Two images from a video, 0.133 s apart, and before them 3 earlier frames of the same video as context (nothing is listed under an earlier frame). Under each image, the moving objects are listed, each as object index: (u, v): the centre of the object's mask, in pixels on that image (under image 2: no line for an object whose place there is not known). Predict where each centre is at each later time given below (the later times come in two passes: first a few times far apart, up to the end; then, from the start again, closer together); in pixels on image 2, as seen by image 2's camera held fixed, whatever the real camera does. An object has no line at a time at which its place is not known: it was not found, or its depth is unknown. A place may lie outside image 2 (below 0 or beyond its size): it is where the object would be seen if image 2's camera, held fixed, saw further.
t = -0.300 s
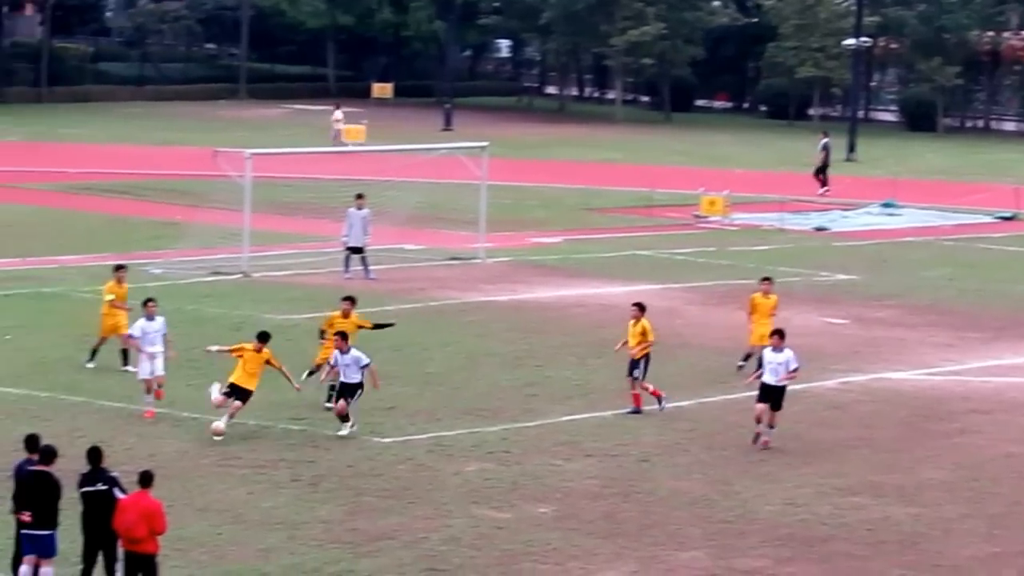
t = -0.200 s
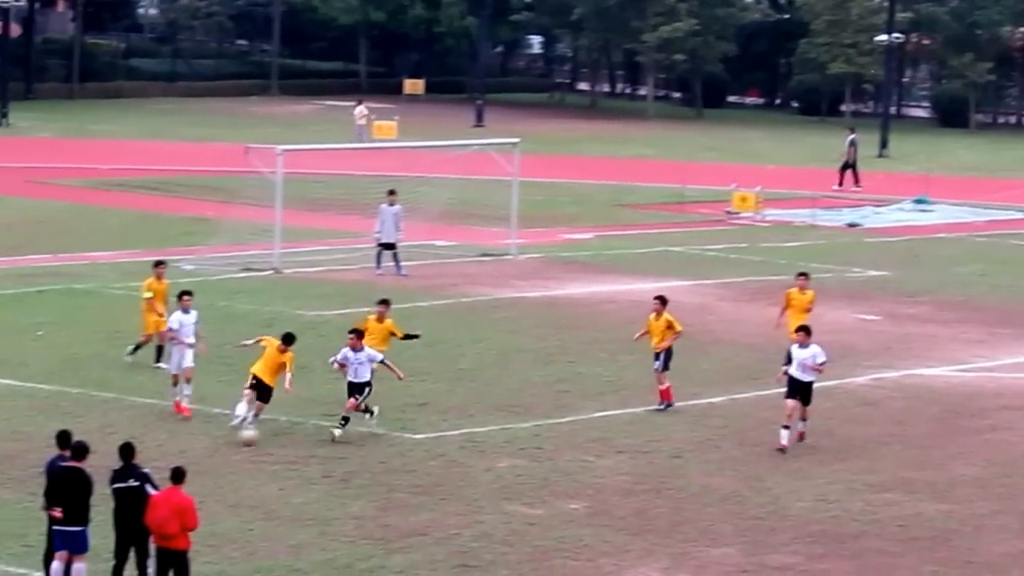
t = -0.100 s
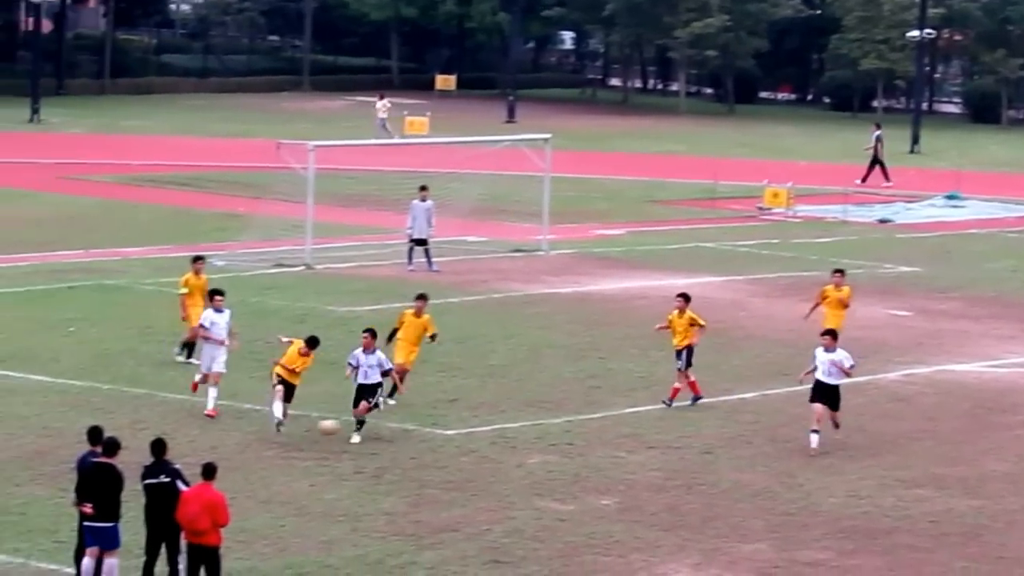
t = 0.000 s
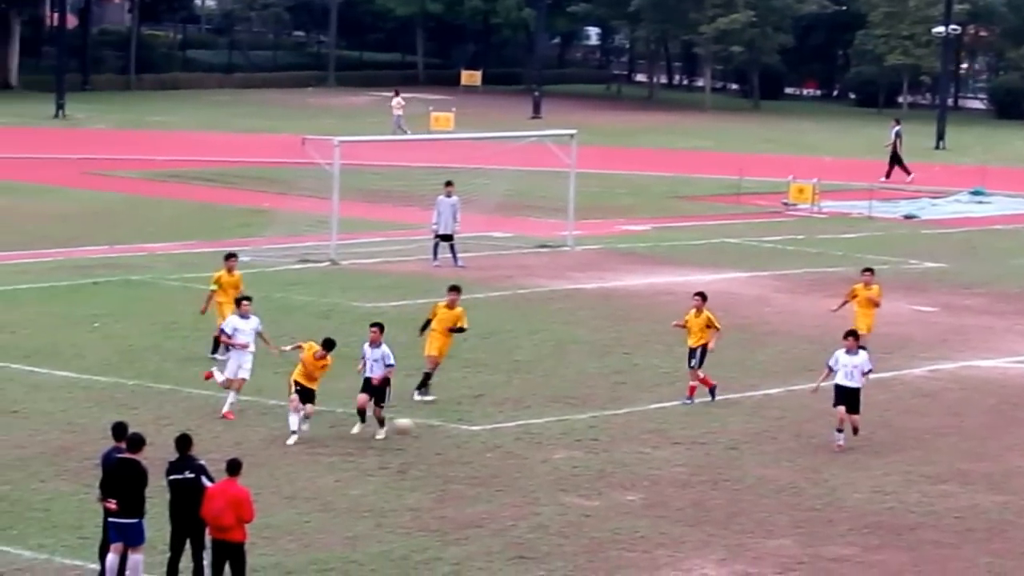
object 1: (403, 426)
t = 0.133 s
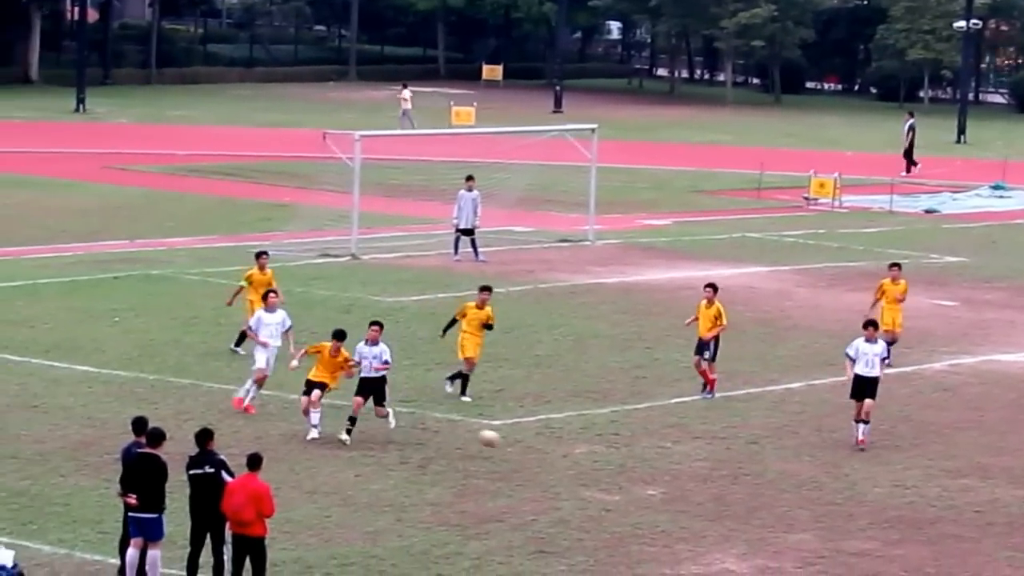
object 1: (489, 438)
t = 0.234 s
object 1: (537, 463)
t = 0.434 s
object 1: (642, 484)
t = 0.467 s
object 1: (659, 487)
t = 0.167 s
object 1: (504, 445)
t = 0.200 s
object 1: (520, 453)
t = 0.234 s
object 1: (537, 463)
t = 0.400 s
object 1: (624, 478)
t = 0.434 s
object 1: (642, 484)
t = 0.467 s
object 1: (659, 487)
